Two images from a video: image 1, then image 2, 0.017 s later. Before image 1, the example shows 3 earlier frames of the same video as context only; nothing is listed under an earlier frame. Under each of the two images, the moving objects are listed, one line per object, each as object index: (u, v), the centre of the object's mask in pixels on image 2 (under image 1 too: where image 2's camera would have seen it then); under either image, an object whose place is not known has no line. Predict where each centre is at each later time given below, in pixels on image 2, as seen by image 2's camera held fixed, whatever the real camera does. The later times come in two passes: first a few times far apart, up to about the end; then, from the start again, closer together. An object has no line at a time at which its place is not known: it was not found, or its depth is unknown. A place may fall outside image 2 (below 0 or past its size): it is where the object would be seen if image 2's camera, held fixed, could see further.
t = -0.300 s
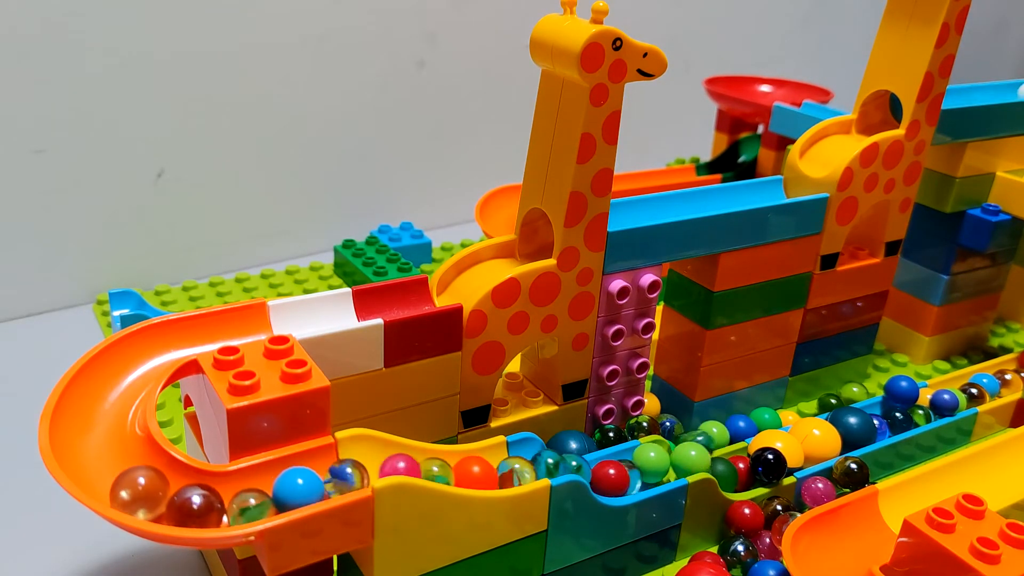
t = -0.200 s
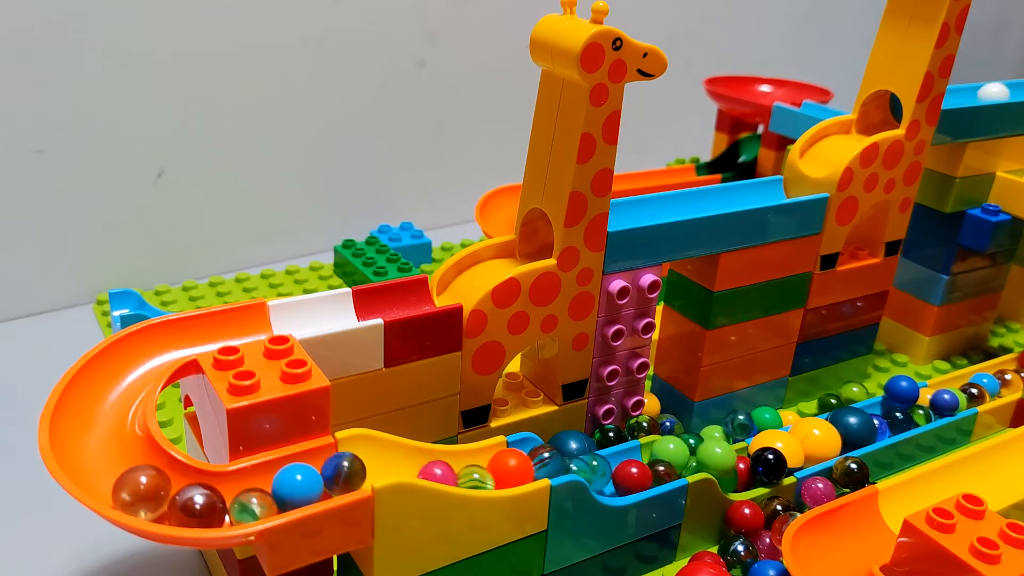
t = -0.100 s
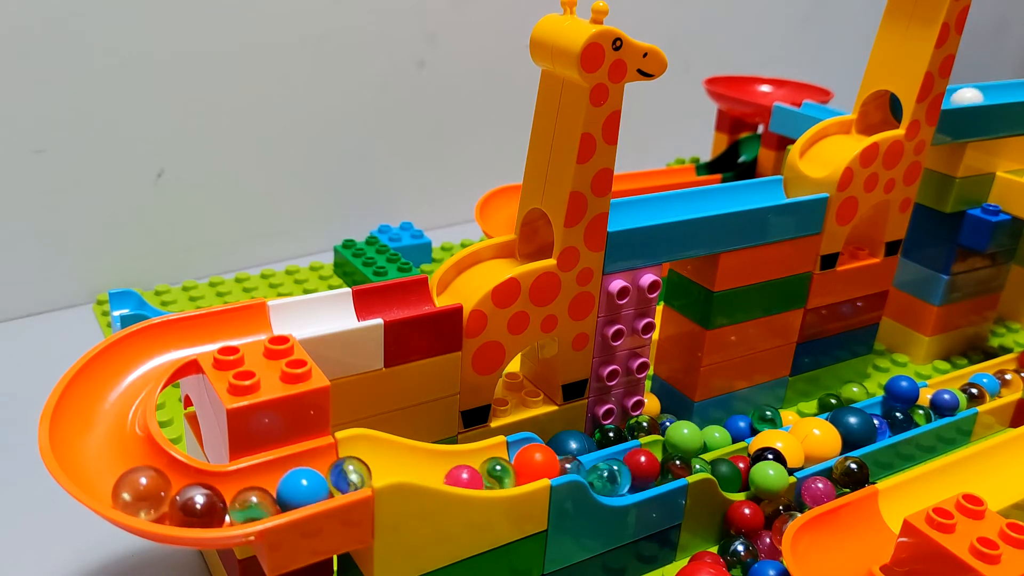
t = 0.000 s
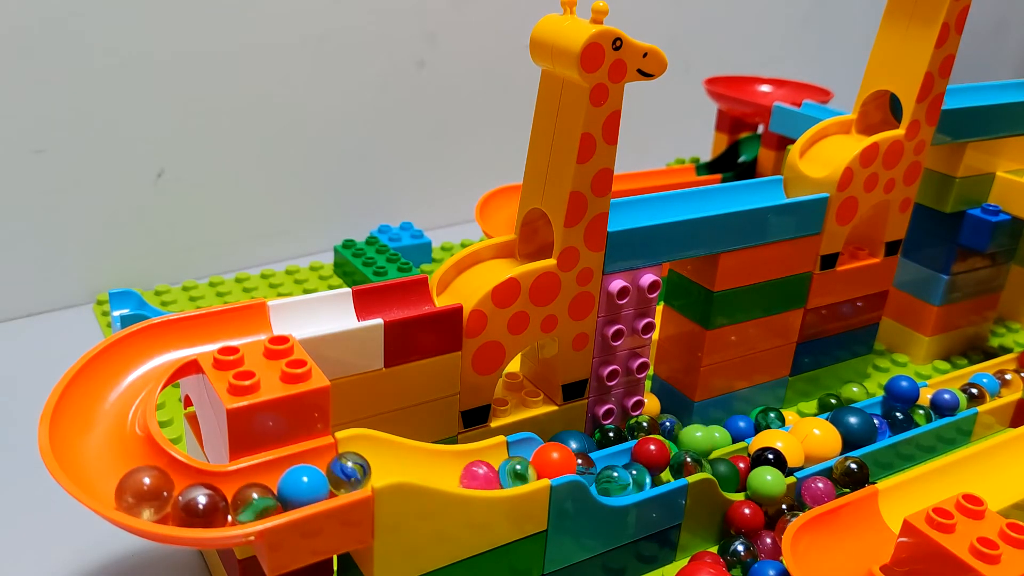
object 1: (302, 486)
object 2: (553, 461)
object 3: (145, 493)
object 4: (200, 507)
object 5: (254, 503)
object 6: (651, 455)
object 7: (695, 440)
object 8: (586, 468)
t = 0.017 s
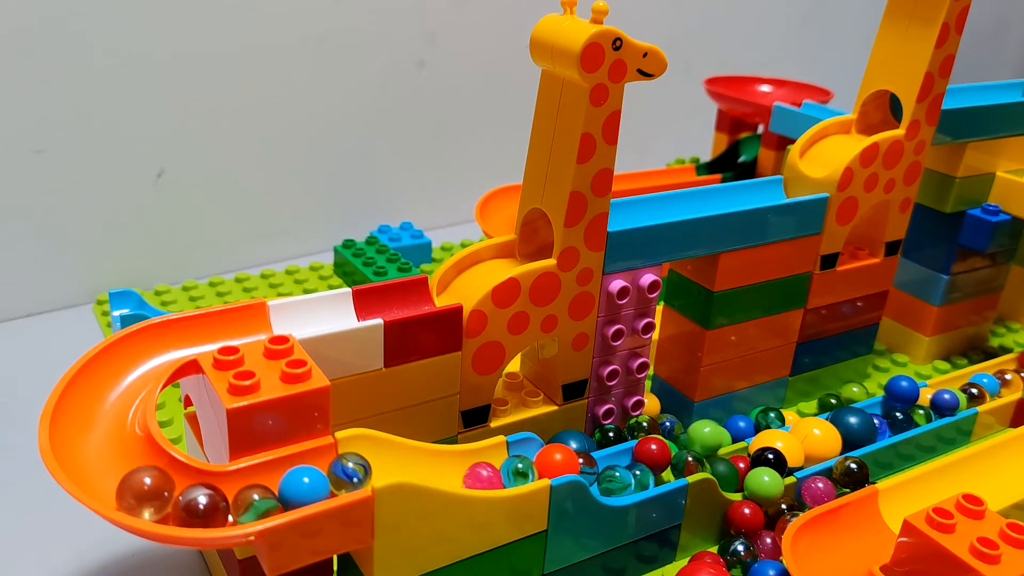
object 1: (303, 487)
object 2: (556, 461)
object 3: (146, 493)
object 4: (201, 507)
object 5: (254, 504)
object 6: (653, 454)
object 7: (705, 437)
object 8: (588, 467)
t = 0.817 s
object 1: (324, 480)
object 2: (598, 474)
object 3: (166, 501)
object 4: (225, 506)
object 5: (277, 497)
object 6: (719, 433)
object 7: (745, 423)
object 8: (627, 480)
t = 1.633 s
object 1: (428, 468)
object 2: (599, 474)
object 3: (235, 505)
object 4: (291, 490)
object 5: (341, 478)
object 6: (719, 433)
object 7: (745, 423)
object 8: (629, 480)
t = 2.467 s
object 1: (507, 471)
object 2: (604, 475)
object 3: (239, 504)
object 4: (295, 488)
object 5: (342, 478)
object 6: (719, 433)
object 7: (745, 423)
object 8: (635, 479)
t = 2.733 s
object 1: (509, 471)
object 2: (604, 475)
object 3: (239, 504)
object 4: (295, 488)
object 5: (342, 478)
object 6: (719, 433)
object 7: (745, 423)
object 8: (635, 479)
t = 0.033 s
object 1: (304, 487)
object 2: (558, 462)
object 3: (146, 493)
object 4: (201, 508)
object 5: (255, 505)
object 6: (654, 453)
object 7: (713, 433)
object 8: (589, 467)
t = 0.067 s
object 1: (304, 487)
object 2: (562, 464)
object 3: (146, 494)
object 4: (202, 508)
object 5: (255, 505)
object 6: (656, 452)
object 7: (724, 430)
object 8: (592, 469)
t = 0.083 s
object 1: (304, 487)
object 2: (564, 465)
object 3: (146, 494)
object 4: (202, 508)
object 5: (256, 505)
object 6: (658, 451)
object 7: (732, 426)
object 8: (594, 470)
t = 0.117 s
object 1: (303, 486)
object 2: (567, 465)
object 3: (146, 495)
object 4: (202, 508)
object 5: (256, 504)
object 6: (662, 449)
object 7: (739, 424)
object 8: (596, 473)
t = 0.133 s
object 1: (303, 485)
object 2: (570, 464)
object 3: (146, 495)
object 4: (202, 508)
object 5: (256, 504)
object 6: (664, 448)
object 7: (743, 424)
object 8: (598, 474)
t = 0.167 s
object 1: (303, 485)
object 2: (575, 464)
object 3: (147, 494)
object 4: (203, 507)
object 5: (257, 504)
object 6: (670, 449)
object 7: (744, 423)
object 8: (602, 476)
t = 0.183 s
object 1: (304, 485)
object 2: (577, 465)
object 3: (147, 494)
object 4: (204, 507)
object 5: (257, 504)
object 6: (673, 449)
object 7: (743, 424)
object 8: (603, 477)
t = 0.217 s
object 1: (307, 486)
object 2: (580, 466)
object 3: (148, 494)
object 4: (204, 507)
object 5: (258, 504)
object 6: (674, 448)
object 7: (742, 425)
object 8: (607, 480)
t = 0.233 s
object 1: (307, 486)
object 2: (582, 467)
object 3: (147, 494)
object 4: (205, 507)
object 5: (259, 504)
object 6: (675, 448)
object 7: (742, 425)
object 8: (610, 481)
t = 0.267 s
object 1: (307, 485)
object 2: (585, 468)
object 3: (147, 495)
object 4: (205, 507)
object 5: (259, 503)
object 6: (675, 447)
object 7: (742, 425)
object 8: (614, 482)
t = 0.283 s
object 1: (306, 485)
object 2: (587, 469)
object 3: (148, 496)
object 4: (205, 507)
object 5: (259, 503)
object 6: (675, 447)
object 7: (742, 425)
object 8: (616, 481)
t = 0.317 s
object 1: (306, 484)
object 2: (587, 469)
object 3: (148, 496)
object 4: (205, 507)
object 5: (259, 503)
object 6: (676, 447)
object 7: (742, 425)
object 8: (616, 481)
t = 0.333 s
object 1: (307, 484)
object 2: (587, 468)
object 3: (149, 496)
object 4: (205, 507)
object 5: (259, 503)
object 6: (676, 446)
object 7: (742, 425)
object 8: (615, 481)
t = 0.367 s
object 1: (308, 485)
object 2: (585, 465)
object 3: (150, 495)
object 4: (206, 507)
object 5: (260, 503)
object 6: (678, 445)
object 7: (742, 425)
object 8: (614, 481)
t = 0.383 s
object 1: (308, 485)
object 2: (585, 463)
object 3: (150, 495)
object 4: (206, 507)
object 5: (260, 503)
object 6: (679, 444)
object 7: (742, 425)
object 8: (614, 481)
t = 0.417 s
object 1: (308, 485)
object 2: (588, 463)
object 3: (150, 495)
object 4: (206, 507)
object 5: (260, 502)
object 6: (681, 442)
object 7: (742, 425)
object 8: (617, 481)
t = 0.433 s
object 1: (308, 485)
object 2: (589, 464)
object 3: (150, 495)
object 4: (207, 507)
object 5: (261, 502)
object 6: (682, 441)
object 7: (742, 425)
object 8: (619, 481)
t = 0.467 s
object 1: (308, 484)
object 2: (593, 466)
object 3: (150, 496)
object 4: (207, 507)
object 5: (261, 502)
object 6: (684, 438)
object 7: (742, 425)
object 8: (623, 481)
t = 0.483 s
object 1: (309, 484)
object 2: (595, 467)
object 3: (150, 497)
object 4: (208, 507)
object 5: (261, 502)
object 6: (685, 437)
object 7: (742, 425)
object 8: (625, 481)
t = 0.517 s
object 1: (310, 484)
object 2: (595, 468)
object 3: (151, 497)
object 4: (208, 507)
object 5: (262, 502)
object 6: (687, 436)
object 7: (742, 425)
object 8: (626, 481)
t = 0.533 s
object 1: (311, 485)
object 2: (595, 469)
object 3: (151, 497)
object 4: (209, 507)
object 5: (262, 502)
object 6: (688, 438)
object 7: (742, 425)
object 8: (627, 481)
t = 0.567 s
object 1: (311, 484)
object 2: (596, 472)
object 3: (153, 497)
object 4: (210, 508)
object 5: (263, 502)
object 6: (695, 441)
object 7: (742, 425)
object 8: (628, 481)
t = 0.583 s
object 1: (312, 484)
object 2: (597, 473)
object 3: (154, 496)
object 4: (211, 508)
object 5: (264, 501)
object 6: (697, 440)
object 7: (742, 425)
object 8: (628, 481)
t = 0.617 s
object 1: (313, 483)
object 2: (599, 475)
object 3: (155, 497)
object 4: (212, 508)
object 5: (266, 501)
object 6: (707, 434)
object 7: (742, 425)
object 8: (629, 480)
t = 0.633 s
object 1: (314, 483)
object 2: (599, 475)
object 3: (156, 497)
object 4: (213, 508)
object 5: (266, 501)
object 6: (717, 430)
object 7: (744, 424)
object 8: (628, 480)
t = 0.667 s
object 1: (316, 483)
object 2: (598, 475)
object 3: (157, 499)
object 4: (215, 508)
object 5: (268, 500)
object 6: (720, 430)
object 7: (745, 422)
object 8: (626, 480)
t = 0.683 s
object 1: (317, 482)
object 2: (598, 474)
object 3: (158, 499)
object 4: (216, 507)
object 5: (269, 500)
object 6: (719, 432)
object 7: (745, 423)
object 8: (625, 479)
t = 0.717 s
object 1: (319, 482)
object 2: (596, 472)
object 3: (160, 500)
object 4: (218, 507)
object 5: (271, 499)
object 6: (719, 433)
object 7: (745, 423)
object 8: (624, 479)
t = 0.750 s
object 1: (321, 481)
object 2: (596, 472)
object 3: (162, 500)
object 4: (220, 507)
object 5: (273, 499)
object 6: (719, 433)
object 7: (745, 423)
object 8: (624, 479)
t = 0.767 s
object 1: (322, 481)
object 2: (596, 473)
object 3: (163, 500)
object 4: (222, 507)
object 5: (274, 498)
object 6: (719, 433)
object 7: (745, 423)
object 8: (625, 479)
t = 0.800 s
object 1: (324, 481)
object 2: (598, 474)
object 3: (165, 501)
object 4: (224, 507)
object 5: (276, 498)
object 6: (719, 433)
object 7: (745, 423)
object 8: (626, 480)
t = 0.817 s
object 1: (324, 480)
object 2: (598, 474)
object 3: (166, 501)
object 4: (225, 506)
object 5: (277, 497)
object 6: (719, 433)
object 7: (745, 423)
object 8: (627, 480)
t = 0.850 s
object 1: (327, 479)
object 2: (598, 474)
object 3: (168, 502)
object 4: (227, 506)
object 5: (280, 497)
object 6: (719, 433)
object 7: (745, 423)
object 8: (627, 480)
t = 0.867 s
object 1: (327, 479)
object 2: (597, 474)
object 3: (170, 502)
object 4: (229, 506)
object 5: (281, 496)
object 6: (719, 433)
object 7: (745, 423)
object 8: (627, 480)
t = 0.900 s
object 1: (330, 478)
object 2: (595, 472)
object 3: (172, 503)
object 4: (231, 506)
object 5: (283, 496)
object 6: (719, 433)
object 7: (745, 423)
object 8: (626, 481)
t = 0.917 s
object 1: (332, 478)
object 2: (595, 471)
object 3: (174, 503)
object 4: (233, 505)
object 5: (285, 495)
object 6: (719, 433)
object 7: (745, 423)
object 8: (625, 481)
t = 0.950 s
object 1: (335, 477)
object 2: (595, 472)
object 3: (177, 504)
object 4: (236, 505)
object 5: (288, 495)
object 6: (719, 433)
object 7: (745, 423)
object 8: (626, 480)
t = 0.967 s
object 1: (336, 477)
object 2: (596, 473)
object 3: (179, 504)
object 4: (238, 504)
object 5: (290, 494)
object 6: (719, 433)
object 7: (745, 423)
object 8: (626, 480)
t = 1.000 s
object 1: (339, 476)
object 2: (598, 474)
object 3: (183, 505)
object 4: (242, 503)
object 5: (293, 493)
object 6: (719, 433)
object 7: (745, 423)
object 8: (628, 480)
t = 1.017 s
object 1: (341, 475)
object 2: (599, 475)
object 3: (186, 506)
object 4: (244, 503)
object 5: (295, 492)
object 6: (719, 433)
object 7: (745, 423)
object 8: (628, 480)
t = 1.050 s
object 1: (344, 474)
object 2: (605, 484)
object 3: (189, 506)
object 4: (247, 503)
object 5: (298, 491)
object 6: (719, 433)
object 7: (745, 423)
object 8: (629, 480)
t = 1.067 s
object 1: (343, 474)
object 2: (591, 472)
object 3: (189, 506)
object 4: (248, 503)
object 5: (298, 491)
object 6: (719, 433)
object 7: (745, 423)
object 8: (635, 480)
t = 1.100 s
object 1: (343, 474)
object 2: (598, 473)
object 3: (189, 506)
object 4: (248, 503)
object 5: (298, 491)
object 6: (719, 433)
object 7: (745, 423)
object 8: (624, 478)
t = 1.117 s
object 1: (343, 474)
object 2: (598, 473)
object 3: (189, 506)
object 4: (247, 503)
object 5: (298, 491)
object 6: (719, 433)
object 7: (745, 423)
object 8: (628, 480)
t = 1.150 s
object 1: (344, 474)
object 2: (598, 473)
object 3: (189, 506)
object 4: (247, 503)
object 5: (298, 491)
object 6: (719, 433)
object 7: (745, 423)
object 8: (628, 480)
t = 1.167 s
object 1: (344, 474)
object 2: (598, 473)
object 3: (189, 506)
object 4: (247, 503)
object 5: (298, 491)
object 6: (719, 433)
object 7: (745, 423)
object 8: (628, 480)
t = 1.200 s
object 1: (344, 474)
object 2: (599, 473)
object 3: (189, 506)
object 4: (247, 503)
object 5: (298, 491)
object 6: (719, 433)
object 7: (745, 424)
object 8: (628, 480)
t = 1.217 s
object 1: (343, 474)
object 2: (598, 473)
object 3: (189, 506)
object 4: (247, 503)
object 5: (298, 491)
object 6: (719, 433)
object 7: (745, 424)
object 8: (628, 480)
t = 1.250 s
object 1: (343, 474)
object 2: (599, 474)
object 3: (189, 506)
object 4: (247, 503)
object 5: (298, 491)
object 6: (719, 433)
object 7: (745, 423)
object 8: (629, 480)
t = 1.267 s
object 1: (344, 474)
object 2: (599, 474)
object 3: (189, 506)
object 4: (247, 503)
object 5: (298, 491)
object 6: (719, 433)
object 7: (745, 423)
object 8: (629, 480)
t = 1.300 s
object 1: (344, 474)
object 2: (599, 474)
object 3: (189, 506)
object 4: (247, 503)
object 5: (298, 491)
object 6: (719, 433)
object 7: (745, 423)
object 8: (629, 480)
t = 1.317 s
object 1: (344, 474)
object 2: (599, 474)
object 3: (189, 506)
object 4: (247, 503)
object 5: (298, 491)
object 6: (719, 433)
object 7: (745, 423)
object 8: (629, 480)
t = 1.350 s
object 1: (349, 471)
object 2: (599, 474)
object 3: (191, 507)
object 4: (250, 502)
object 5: (299, 491)
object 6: (719, 433)
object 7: (745, 424)
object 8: (629, 480)
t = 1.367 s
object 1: (351, 470)
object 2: (599, 474)
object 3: (193, 507)
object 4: (251, 502)
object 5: (301, 490)
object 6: (719, 433)
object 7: (745, 424)
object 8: (629, 480)
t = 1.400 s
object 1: (354, 469)
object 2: (599, 474)
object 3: (197, 507)
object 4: (255, 501)
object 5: (305, 489)
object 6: (719, 433)
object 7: (745, 424)
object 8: (629, 480)
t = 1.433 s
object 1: (356, 468)
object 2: (599, 474)
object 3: (201, 507)
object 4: (259, 499)
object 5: (309, 488)
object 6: (719, 433)
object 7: (745, 424)
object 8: (629, 480)
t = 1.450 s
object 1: (357, 468)
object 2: (599, 474)
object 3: (204, 507)
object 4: (262, 498)
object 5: (313, 487)
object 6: (719, 433)
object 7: (745, 423)
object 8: (629, 480)
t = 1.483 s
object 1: (363, 466)
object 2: (599, 474)
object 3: (211, 508)
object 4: (268, 497)
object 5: (318, 486)
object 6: (719, 433)
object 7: (745, 424)
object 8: (629, 480)
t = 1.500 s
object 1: (365, 466)
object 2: (599, 474)
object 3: (215, 508)
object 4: (271, 496)
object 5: (321, 485)
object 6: (719, 433)
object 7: (745, 423)
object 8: (629, 480)
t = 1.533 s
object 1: (371, 464)
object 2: (599, 474)
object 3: (220, 507)
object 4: (276, 495)
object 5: (325, 483)
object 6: (719, 433)
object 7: (745, 423)
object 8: (629, 480)
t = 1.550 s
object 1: (375, 463)
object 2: (599, 474)
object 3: (222, 507)
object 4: (278, 494)
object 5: (326, 482)
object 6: (719, 433)
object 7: (745, 423)
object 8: (629, 480)
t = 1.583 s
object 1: (390, 463)
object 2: (599, 474)
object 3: (227, 506)
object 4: (283, 492)
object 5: (332, 481)
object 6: (719, 433)
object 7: (745, 423)
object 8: (629, 480)
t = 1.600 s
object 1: (400, 463)
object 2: (599, 474)
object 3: (229, 506)
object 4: (286, 491)
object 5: (335, 480)
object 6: (719, 433)
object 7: (745, 423)
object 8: (629, 480)
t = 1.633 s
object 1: (428, 468)
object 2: (599, 474)
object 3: (235, 505)
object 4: (291, 490)
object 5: (341, 478)
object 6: (719, 433)
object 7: (745, 423)
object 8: (629, 480)
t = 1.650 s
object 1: (444, 471)
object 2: (599, 474)
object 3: (239, 505)
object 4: (294, 489)
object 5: (343, 478)
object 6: (719, 433)
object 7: (745, 423)
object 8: (629, 480)
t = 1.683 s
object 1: (481, 475)
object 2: (599, 474)
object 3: (241, 504)
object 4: (296, 489)
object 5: (344, 477)
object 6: (719, 433)
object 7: (745, 423)
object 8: (629, 480)
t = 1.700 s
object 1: (499, 473)
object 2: (599, 474)
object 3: (241, 504)
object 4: (296, 489)
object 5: (343, 477)
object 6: (719, 433)
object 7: (745, 423)
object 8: (629, 480)
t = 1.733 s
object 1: (490, 474)
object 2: (603, 475)
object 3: (240, 504)
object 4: (295, 488)
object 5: (342, 477)
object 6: (719, 433)
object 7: (745, 423)
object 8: (634, 479)
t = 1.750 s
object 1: (488, 474)
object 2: (604, 475)
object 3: (240, 504)
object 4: (295, 488)
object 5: (342, 477)
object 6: (719, 433)
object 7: (745, 423)
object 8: (635, 479)
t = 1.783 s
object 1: (490, 474)
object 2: (604, 475)
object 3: (240, 504)
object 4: (295, 488)
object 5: (343, 478)
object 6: (719, 433)
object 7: (745, 423)
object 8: (635, 479)
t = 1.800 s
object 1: (492, 474)
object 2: (604, 475)
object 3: (240, 504)
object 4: (295, 488)
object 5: (343, 478)
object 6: (719, 433)
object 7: (745, 423)
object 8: (635, 479)
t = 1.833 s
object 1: (498, 474)
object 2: (604, 475)
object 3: (239, 504)
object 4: (295, 489)
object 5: (343, 478)
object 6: (719, 433)
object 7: (745, 424)
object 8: (635, 479)
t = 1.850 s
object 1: (501, 473)
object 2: (604, 475)
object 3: (239, 504)
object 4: (295, 489)
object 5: (343, 478)
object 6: (719, 433)
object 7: (745, 424)
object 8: (635, 479)
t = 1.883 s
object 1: (506, 472)
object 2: (604, 475)
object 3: (240, 504)
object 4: (295, 488)
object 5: (342, 478)
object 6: (719, 433)
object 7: (745, 423)
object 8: (635, 479)
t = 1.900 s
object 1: (507, 471)
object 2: (604, 475)
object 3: (240, 504)
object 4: (294, 488)
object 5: (342, 478)
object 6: (719, 433)
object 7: (745, 423)
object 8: (635, 479)
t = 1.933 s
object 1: (508, 471)
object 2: (604, 475)
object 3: (240, 505)
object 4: (294, 488)
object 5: (342, 478)
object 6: (719, 433)
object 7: (745, 423)
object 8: (635, 478)
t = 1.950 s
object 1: (508, 471)
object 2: (604, 475)
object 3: (240, 505)
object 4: (294, 488)
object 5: (342, 478)
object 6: (719, 433)
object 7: (745, 423)
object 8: (635, 478)
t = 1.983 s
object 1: (509, 471)
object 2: (604, 475)
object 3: (240, 504)
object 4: (295, 489)
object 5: (343, 478)
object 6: (719, 433)
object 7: (745, 423)
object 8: (635, 479)
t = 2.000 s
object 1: (509, 471)
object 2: (604, 475)
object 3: (239, 504)
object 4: (295, 489)
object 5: (343, 478)
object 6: (719, 433)
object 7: (745, 423)
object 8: (635, 478)
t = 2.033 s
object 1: (509, 471)
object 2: (604, 475)
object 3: (239, 504)
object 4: (295, 489)
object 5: (343, 478)
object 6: (719, 433)
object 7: (745, 423)
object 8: (635, 478)
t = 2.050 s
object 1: (508, 471)
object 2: (604, 475)
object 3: (239, 504)
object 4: (295, 489)
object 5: (342, 478)
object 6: (719, 433)
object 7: (745, 423)
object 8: (635, 479)
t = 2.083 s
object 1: (507, 471)
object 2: (604, 475)
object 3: (239, 504)
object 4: (295, 488)
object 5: (342, 478)
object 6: (719, 433)
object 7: (745, 423)
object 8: (635, 478)
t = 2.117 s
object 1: (507, 471)
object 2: (604, 475)
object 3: (239, 505)
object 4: (294, 488)
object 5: (342, 478)
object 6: (719, 433)
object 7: (745, 423)
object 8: (635, 479)
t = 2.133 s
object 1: (508, 471)
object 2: (604, 475)
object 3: (239, 504)
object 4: (294, 488)
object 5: (342, 477)
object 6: (719, 433)
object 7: (745, 423)
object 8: (635, 478)
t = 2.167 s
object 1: (508, 472)
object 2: (605, 475)
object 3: (239, 505)
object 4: (295, 488)
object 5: (343, 478)
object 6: (719, 433)
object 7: (745, 423)
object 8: (635, 479)
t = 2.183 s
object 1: (508, 472)
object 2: (604, 475)
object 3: (239, 504)
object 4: (295, 488)
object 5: (342, 478)
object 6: (719, 433)
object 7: (745, 423)
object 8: (635, 479)
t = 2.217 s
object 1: (507, 471)
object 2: (604, 475)
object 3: (239, 504)
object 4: (295, 488)
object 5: (343, 478)
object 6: (719, 433)
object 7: (745, 423)
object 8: (635, 479)
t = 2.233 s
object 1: (507, 471)
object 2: (605, 475)
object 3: (239, 504)
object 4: (295, 488)
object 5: (343, 478)
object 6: (719, 433)
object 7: (745, 423)
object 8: (635, 479)
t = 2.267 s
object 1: (506, 471)
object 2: (604, 475)
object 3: (239, 504)
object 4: (295, 488)
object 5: (342, 478)
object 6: (719, 433)
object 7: (745, 423)
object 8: (635, 479)
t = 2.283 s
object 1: (507, 471)
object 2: (605, 475)
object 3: (239, 504)
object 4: (295, 488)
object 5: (342, 478)
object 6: (719, 433)
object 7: (745, 423)
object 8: (635, 478)
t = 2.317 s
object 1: (507, 471)
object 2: (604, 475)
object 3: (239, 504)
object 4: (295, 488)
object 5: (342, 477)
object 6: (719, 433)
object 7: (745, 423)
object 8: (635, 479)
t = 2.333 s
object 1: (507, 472)
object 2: (604, 475)
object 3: (239, 504)
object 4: (295, 488)
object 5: (342, 478)
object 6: (719, 433)
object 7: (745, 423)
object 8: (635, 479)
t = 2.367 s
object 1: (507, 471)
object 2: (604, 475)
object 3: (239, 504)
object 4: (295, 488)
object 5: (343, 478)
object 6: (719, 433)
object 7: (745, 423)
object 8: (635, 479)
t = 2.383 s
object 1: (507, 471)
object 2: (604, 475)
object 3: (239, 504)
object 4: (295, 488)
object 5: (343, 478)
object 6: (719, 433)
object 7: (745, 423)
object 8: (635, 478)
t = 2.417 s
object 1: (507, 471)
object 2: (604, 475)
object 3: (239, 504)
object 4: (295, 488)
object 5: (343, 478)
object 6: (719, 433)
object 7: (745, 423)
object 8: (635, 479)
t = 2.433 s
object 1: (507, 471)
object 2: (604, 475)
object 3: (239, 504)
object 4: (295, 488)
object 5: (342, 478)
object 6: (719, 433)
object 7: (745, 423)
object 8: (635, 479)
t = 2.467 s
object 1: (507, 471)
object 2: (604, 475)
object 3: (239, 504)
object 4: (295, 488)
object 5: (342, 478)
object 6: (719, 433)
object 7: (745, 423)
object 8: (635, 479)
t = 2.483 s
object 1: (508, 471)
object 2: (604, 475)
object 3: (239, 505)
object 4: (295, 488)
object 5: (342, 478)
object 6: (719, 433)
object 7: (745, 423)
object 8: (635, 479)
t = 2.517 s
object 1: (508, 471)
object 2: (604, 475)
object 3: (239, 504)
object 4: (295, 488)
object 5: (342, 478)
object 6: (719, 433)
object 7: (745, 423)
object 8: (635, 479)
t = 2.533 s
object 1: (507, 471)
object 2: (604, 475)
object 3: (239, 505)
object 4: (295, 488)
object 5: (342, 478)
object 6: (719, 433)
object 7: (745, 423)
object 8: (635, 479)
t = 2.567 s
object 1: (507, 471)
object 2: (604, 475)
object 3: (239, 505)
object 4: (295, 488)
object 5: (342, 478)
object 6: (719, 433)
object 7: (745, 423)
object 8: (635, 479)
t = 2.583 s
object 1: (507, 471)
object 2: (604, 475)
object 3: (239, 505)
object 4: (295, 488)
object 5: (342, 478)
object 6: (719, 433)
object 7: (745, 423)
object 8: (635, 479)
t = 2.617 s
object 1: (508, 471)
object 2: (604, 475)
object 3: (240, 505)
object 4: (295, 488)
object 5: (342, 478)
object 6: (719, 433)
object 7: (745, 423)
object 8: (635, 479)
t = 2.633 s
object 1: (508, 471)
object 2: (604, 475)
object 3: (240, 505)
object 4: (295, 488)
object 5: (342, 478)
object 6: (719, 433)
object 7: (745, 423)
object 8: (635, 479)
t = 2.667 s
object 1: (508, 471)
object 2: (604, 475)
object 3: (239, 504)
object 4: (295, 488)
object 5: (342, 478)
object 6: (719, 433)
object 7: (745, 423)
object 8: (635, 478)
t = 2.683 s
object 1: (508, 471)
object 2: (605, 475)
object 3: (239, 504)
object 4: (295, 488)
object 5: (343, 478)
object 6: (719, 433)
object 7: (745, 423)
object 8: (635, 479)
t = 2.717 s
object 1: (508, 471)
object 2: (604, 475)
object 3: (239, 504)
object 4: (295, 488)
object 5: (342, 478)
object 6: (719, 433)
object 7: (745, 423)
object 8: (635, 479)
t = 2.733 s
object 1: (509, 471)
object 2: (604, 475)
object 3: (239, 504)
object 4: (295, 488)
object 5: (342, 478)
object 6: (719, 433)
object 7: (745, 423)
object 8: (635, 479)
